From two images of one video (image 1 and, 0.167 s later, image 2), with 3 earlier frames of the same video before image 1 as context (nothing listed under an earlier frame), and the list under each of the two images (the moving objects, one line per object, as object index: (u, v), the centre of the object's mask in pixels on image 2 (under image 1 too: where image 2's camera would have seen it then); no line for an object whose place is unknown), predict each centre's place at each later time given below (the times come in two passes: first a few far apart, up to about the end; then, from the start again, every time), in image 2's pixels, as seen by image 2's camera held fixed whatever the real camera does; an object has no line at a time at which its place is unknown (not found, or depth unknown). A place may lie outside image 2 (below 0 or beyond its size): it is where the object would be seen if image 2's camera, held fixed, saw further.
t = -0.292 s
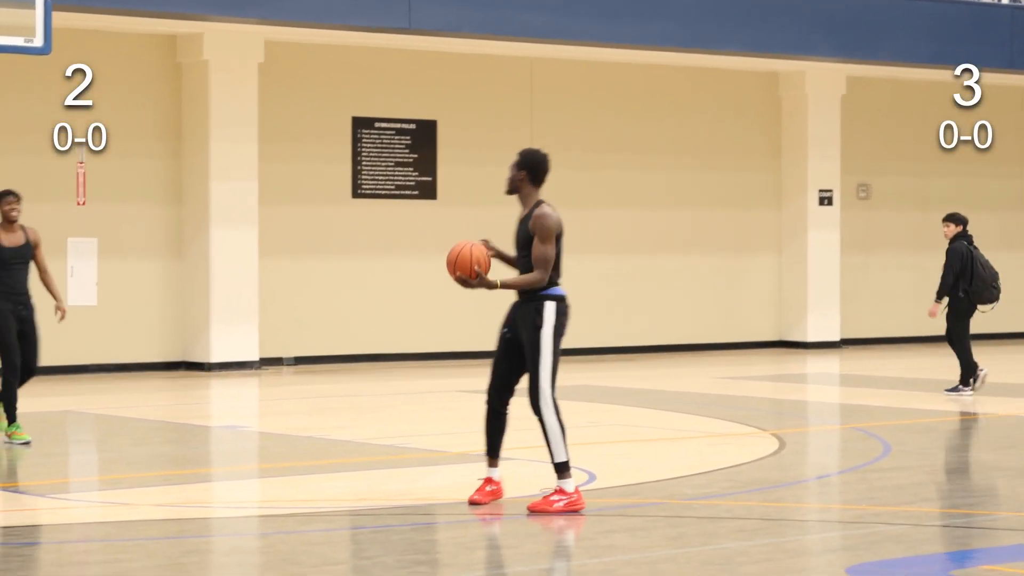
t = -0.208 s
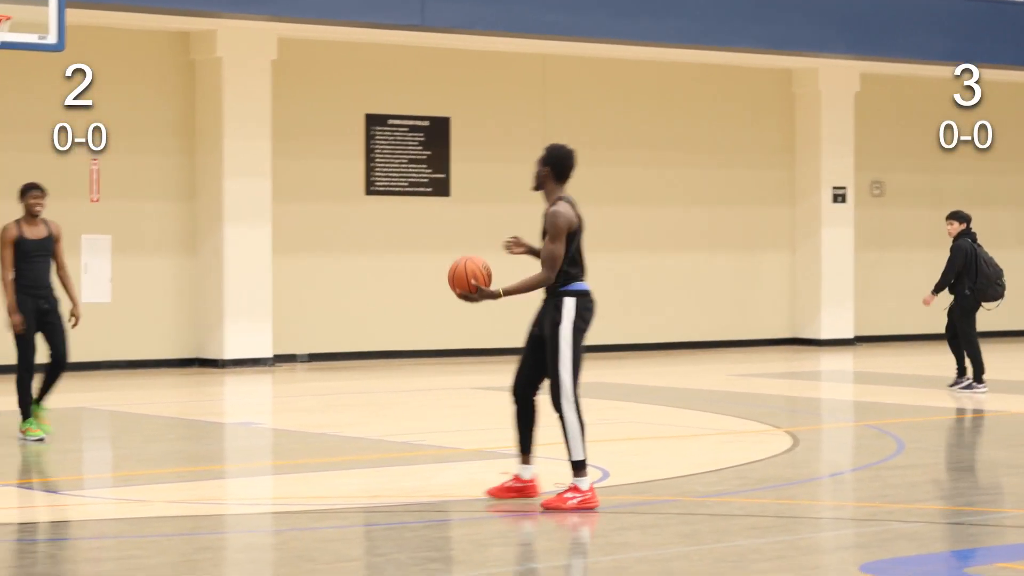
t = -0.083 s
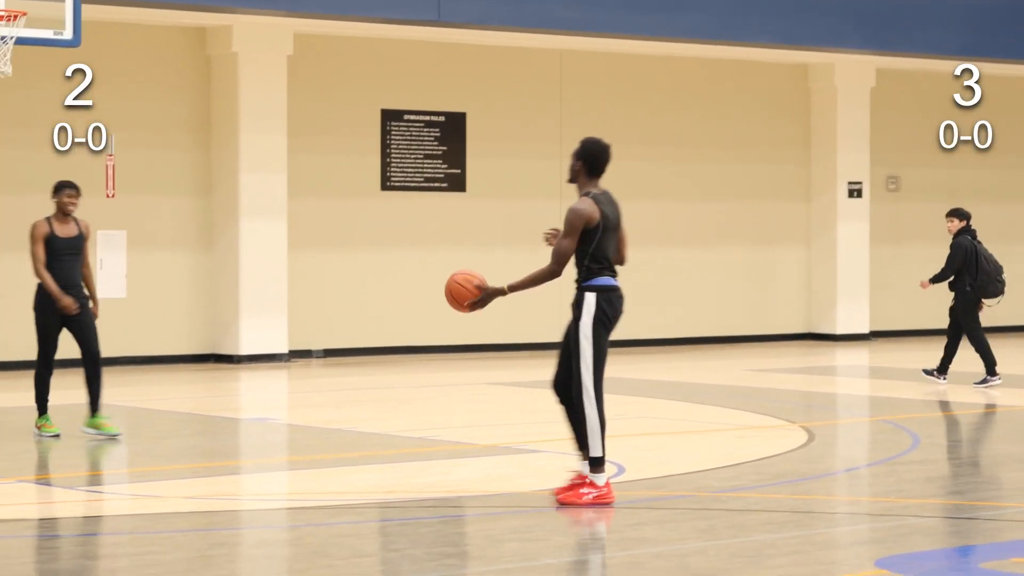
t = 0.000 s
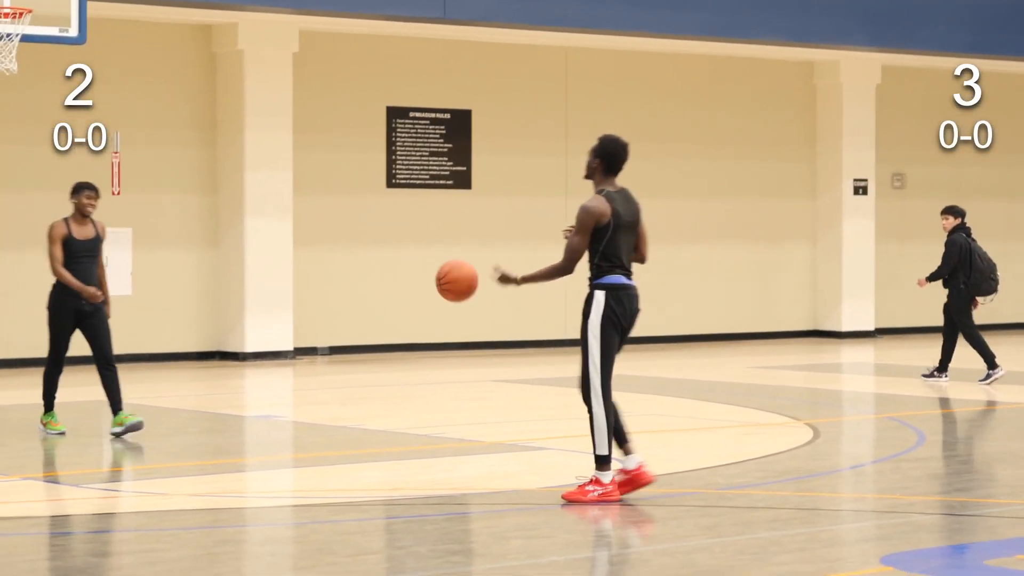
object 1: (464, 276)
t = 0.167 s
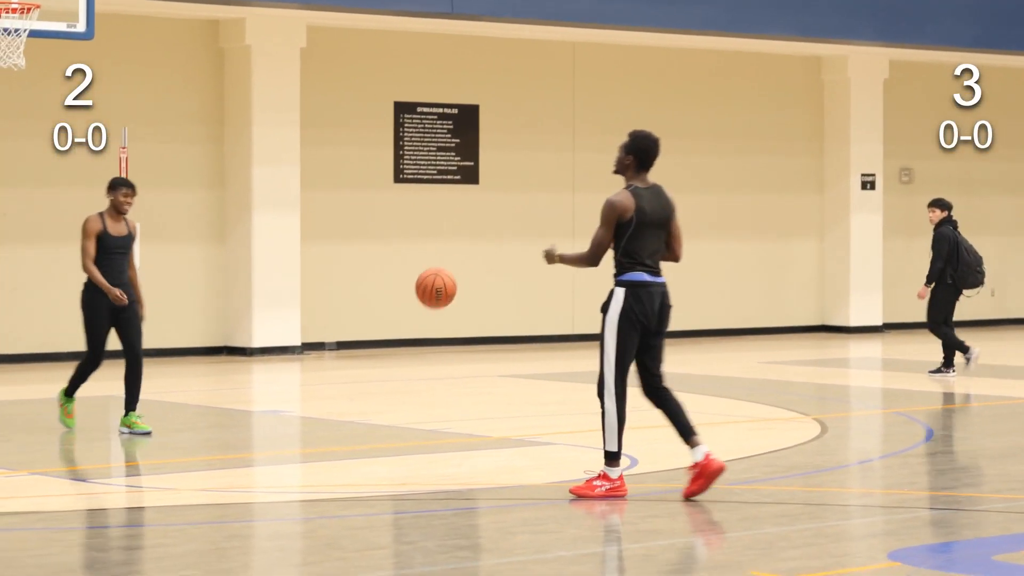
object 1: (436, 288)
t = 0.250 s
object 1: (423, 311)
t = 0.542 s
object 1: (377, 421)
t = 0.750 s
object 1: (340, 340)
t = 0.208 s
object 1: (429, 298)
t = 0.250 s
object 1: (423, 311)
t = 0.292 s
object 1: (416, 328)
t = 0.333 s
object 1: (410, 345)
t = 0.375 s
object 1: (404, 364)
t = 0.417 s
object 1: (397, 389)
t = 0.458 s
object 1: (391, 416)
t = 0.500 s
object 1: (385, 442)
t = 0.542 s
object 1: (377, 421)
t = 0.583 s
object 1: (369, 398)
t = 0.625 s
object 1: (362, 380)
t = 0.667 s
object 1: (354, 362)
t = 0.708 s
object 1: (347, 350)
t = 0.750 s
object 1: (340, 340)
